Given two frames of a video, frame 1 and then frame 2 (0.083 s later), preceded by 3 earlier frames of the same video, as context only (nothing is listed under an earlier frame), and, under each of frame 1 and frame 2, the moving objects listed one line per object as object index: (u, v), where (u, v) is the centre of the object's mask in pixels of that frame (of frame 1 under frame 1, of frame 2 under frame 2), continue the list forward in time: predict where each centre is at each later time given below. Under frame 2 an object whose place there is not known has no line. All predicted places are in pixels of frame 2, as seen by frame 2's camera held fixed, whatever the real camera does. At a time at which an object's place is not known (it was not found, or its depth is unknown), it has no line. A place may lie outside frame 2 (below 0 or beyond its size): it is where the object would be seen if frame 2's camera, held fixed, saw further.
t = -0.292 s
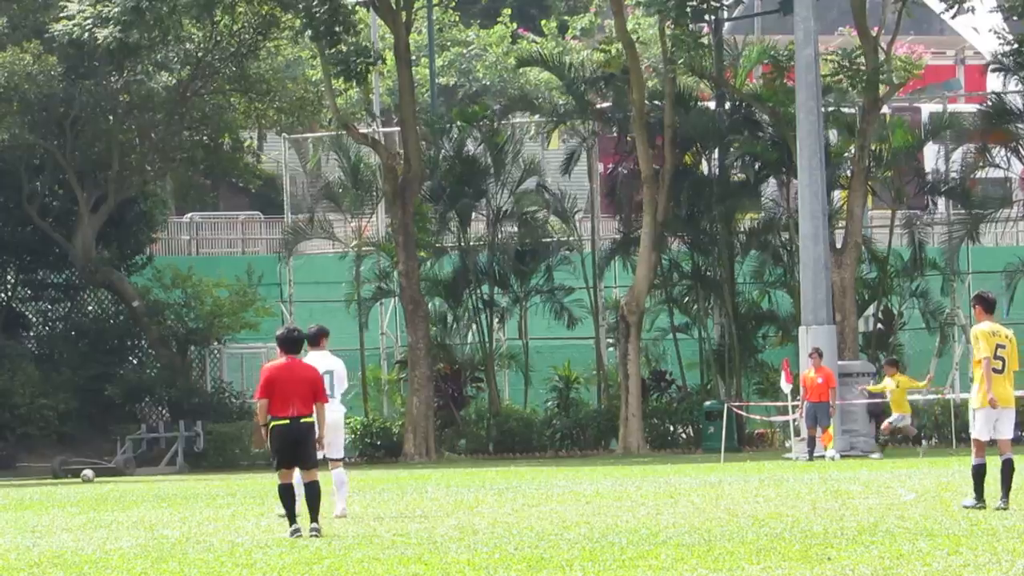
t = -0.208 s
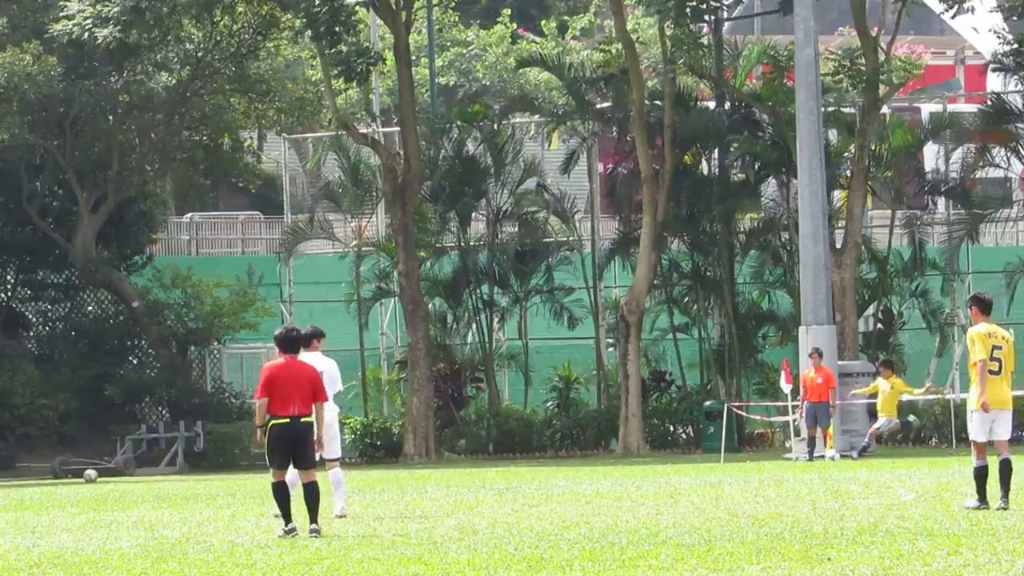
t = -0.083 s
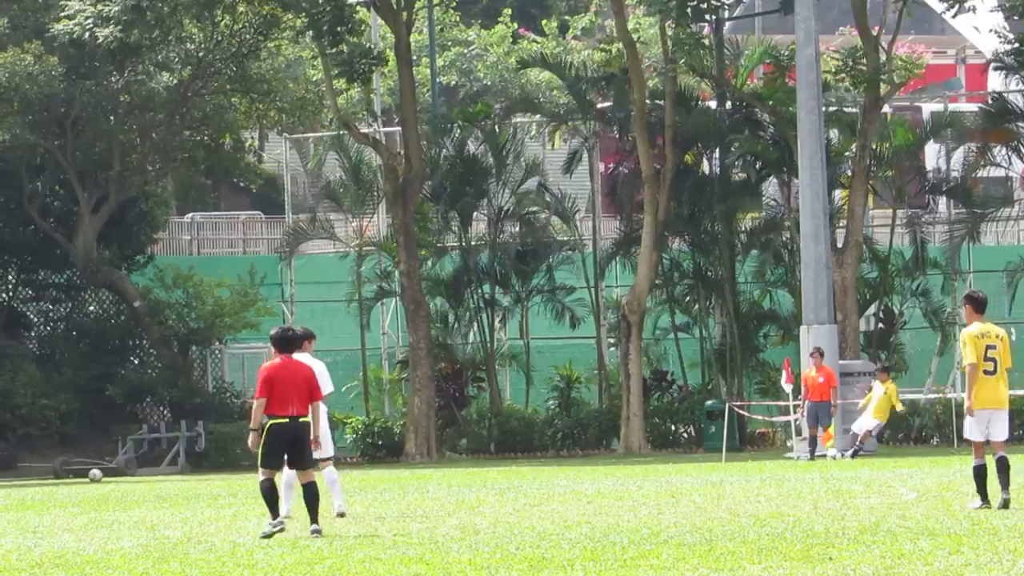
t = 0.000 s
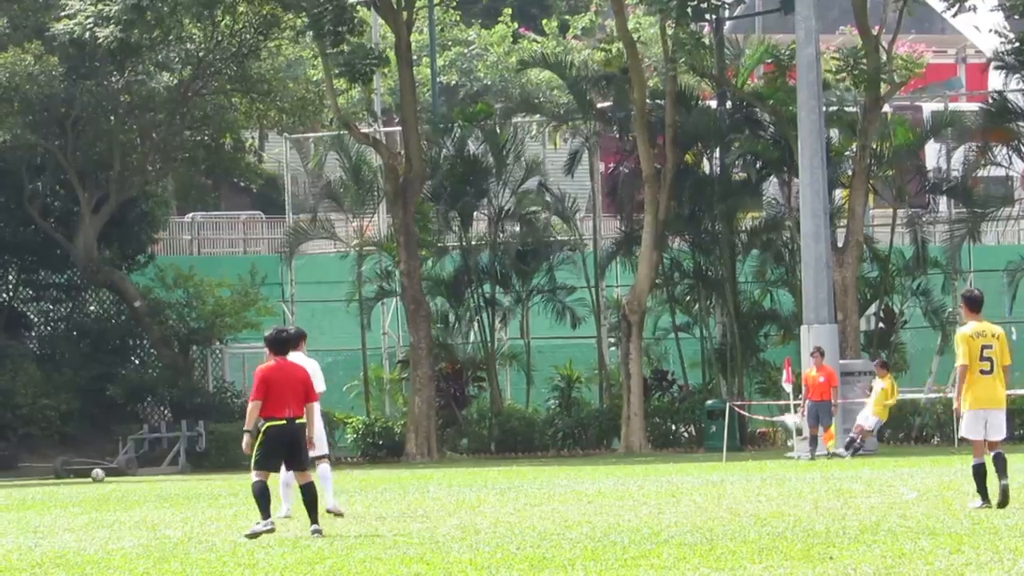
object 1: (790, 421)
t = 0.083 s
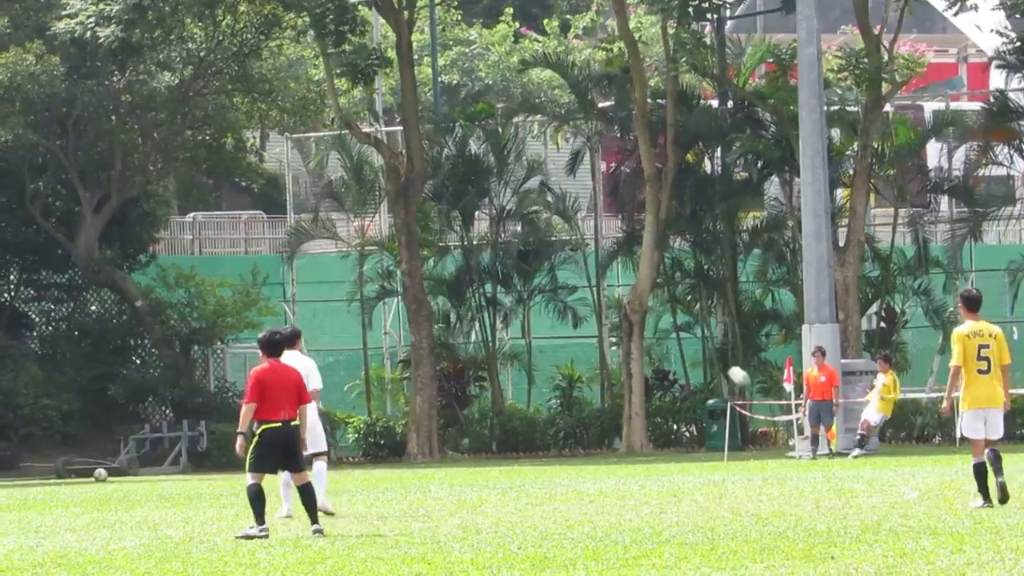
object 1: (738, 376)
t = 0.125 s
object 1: (709, 354)
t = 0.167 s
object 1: (680, 332)
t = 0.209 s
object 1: (653, 312)
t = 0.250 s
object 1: (624, 293)
